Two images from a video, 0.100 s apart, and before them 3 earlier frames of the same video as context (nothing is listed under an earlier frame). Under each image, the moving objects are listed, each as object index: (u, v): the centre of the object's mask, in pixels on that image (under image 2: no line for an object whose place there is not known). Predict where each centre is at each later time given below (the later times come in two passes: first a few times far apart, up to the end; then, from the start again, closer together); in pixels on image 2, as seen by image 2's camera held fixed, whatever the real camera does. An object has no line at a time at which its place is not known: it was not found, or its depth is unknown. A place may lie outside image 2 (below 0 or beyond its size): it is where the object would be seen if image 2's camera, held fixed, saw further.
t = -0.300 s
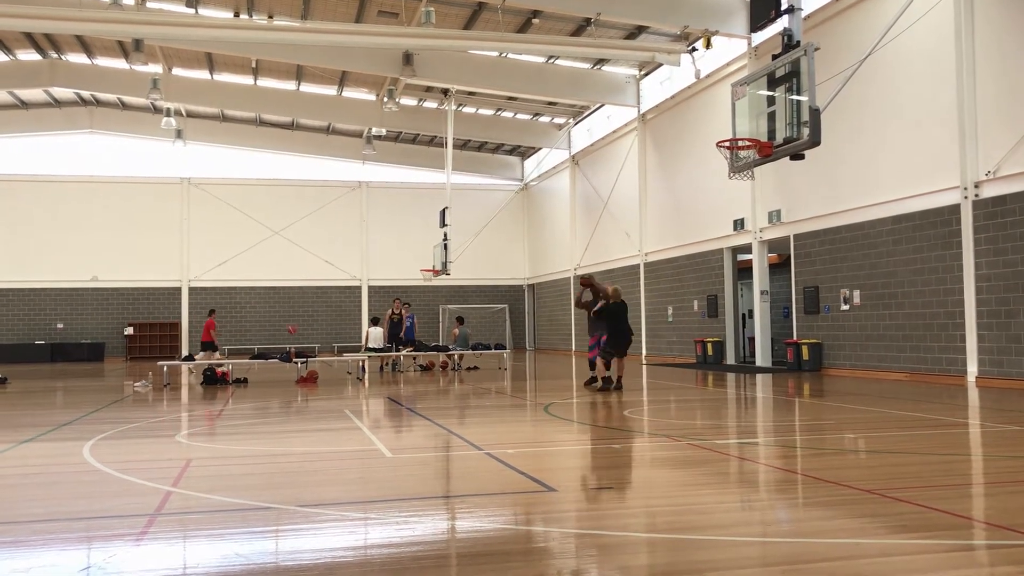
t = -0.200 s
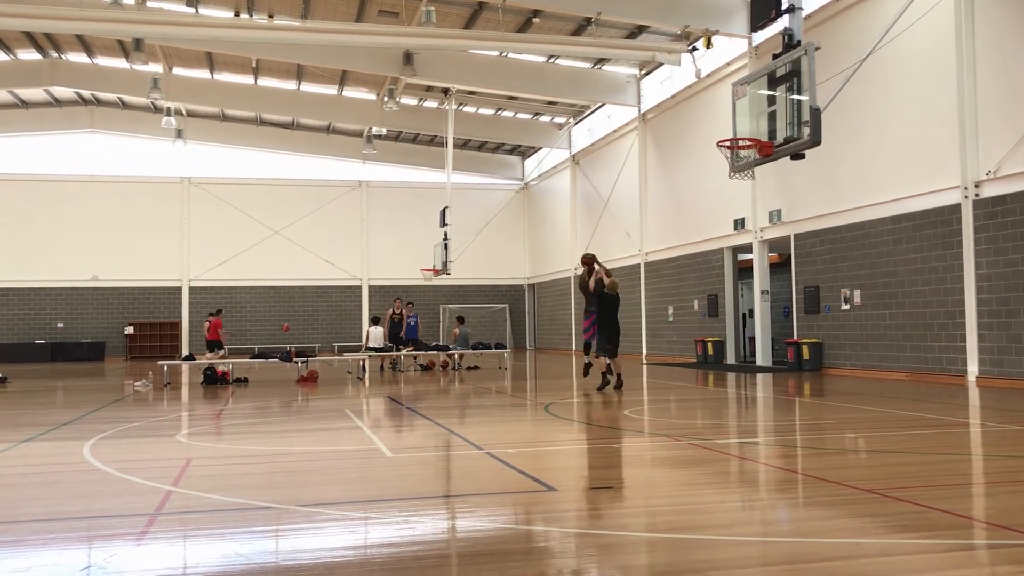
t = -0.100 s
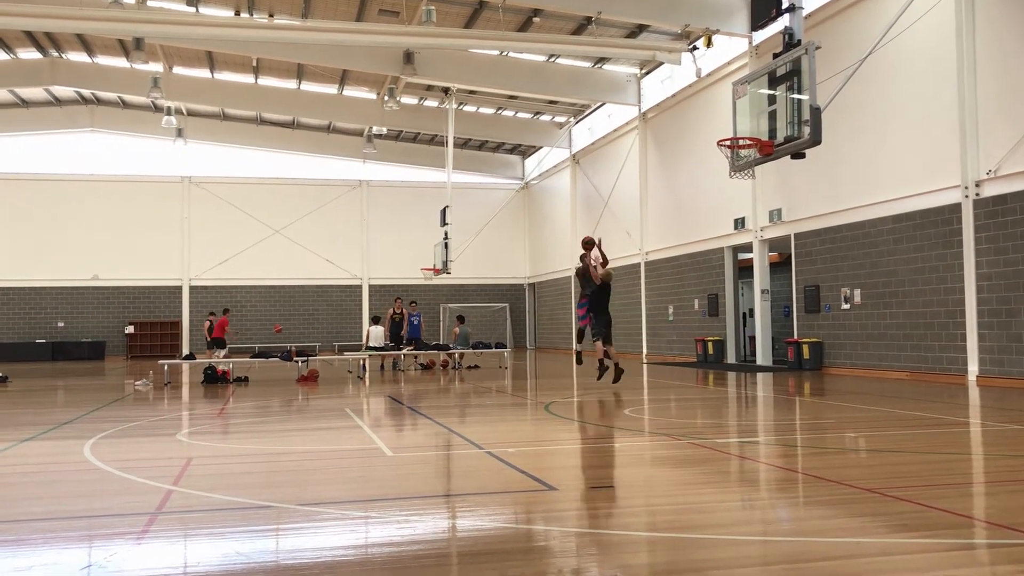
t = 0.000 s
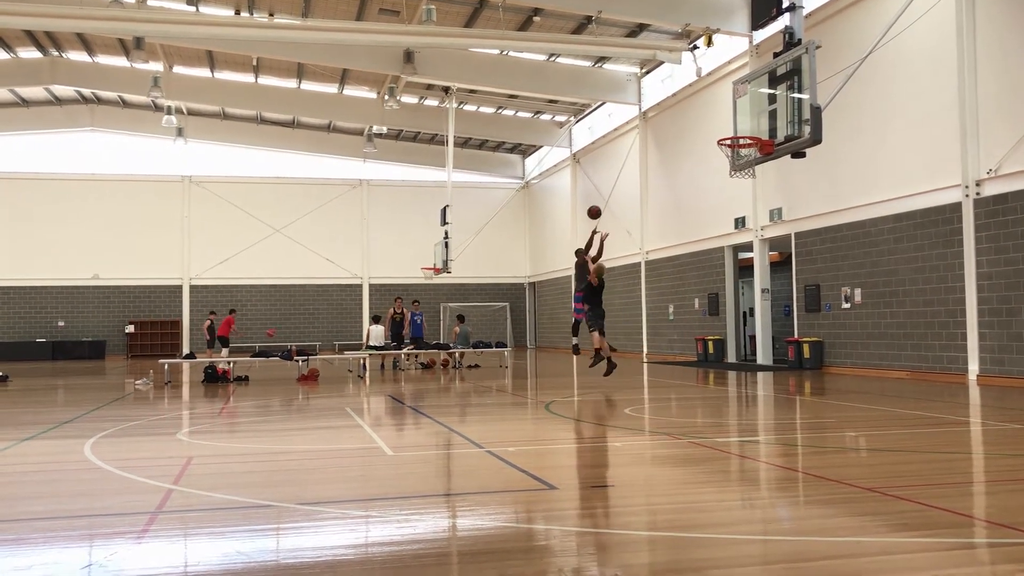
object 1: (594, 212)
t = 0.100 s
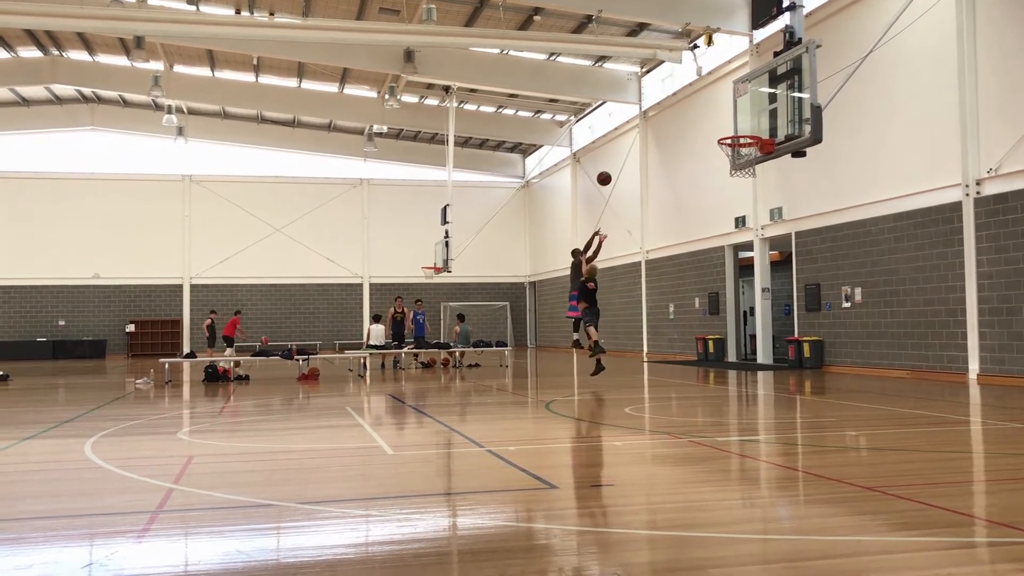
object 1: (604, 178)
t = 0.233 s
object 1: (618, 140)
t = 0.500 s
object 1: (649, 90)
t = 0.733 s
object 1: (681, 79)
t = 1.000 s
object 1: (725, 117)
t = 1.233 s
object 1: (750, 155)
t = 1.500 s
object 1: (756, 193)
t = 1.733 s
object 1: (762, 279)
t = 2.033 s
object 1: (766, 366)
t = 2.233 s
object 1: (758, 298)
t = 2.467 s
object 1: (750, 265)
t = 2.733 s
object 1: (744, 283)
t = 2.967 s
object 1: (740, 347)
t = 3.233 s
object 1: (735, 353)
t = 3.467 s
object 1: (729, 319)
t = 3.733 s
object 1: (725, 333)
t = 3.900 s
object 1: (723, 369)
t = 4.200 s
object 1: (717, 350)
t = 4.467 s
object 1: (714, 348)
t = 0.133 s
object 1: (607, 168)
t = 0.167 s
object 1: (611, 158)
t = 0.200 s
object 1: (614, 149)
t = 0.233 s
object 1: (618, 140)
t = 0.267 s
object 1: (621, 132)
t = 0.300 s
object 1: (625, 124)
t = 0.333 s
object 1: (629, 117)
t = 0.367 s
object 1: (633, 110)
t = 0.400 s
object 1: (637, 104)
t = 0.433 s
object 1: (640, 99)
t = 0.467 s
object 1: (644, 94)
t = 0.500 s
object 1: (649, 90)
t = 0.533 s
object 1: (653, 86)
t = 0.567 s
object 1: (657, 83)
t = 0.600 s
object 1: (662, 81)
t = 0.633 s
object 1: (667, 79)
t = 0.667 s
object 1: (671, 78)
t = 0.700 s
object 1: (676, 78)
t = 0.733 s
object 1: (681, 79)
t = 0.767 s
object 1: (686, 80)
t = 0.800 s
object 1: (691, 83)
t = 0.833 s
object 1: (697, 86)
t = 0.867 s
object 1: (702, 90)
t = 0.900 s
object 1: (708, 96)
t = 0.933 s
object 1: (713, 102)
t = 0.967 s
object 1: (719, 109)
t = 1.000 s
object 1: (725, 117)
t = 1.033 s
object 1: (732, 127)
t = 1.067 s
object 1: (739, 135)
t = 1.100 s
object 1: (744, 149)
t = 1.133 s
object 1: (748, 153)
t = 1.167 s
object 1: (749, 153)
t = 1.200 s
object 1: (750, 155)
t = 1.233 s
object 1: (750, 155)
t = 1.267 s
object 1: (751, 156)
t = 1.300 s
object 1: (751, 158)
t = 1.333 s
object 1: (752, 161)
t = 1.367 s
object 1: (753, 165)
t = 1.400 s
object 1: (753, 171)
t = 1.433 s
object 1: (754, 177)
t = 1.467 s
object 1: (755, 185)
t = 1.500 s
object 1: (756, 193)
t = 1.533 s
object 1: (756, 202)
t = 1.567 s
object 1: (757, 212)
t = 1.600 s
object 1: (758, 224)
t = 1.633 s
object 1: (759, 236)
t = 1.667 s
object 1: (760, 249)
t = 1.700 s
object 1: (760, 264)
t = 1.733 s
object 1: (762, 279)
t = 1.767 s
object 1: (763, 295)
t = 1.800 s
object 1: (764, 312)
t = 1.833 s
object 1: (765, 331)
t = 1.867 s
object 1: (766, 351)
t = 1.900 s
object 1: (767, 371)
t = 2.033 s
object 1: (766, 366)
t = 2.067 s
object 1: (764, 352)
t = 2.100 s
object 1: (764, 339)
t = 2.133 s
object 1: (762, 327)
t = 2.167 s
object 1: (760, 317)
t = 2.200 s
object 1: (759, 307)
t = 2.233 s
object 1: (758, 298)
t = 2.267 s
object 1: (757, 290)
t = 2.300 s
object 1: (755, 283)
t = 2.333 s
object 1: (754, 278)
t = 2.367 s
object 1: (753, 273)
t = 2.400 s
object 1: (752, 269)
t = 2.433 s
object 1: (750, 267)
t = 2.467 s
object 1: (750, 265)
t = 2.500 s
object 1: (749, 265)
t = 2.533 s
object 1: (748, 265)
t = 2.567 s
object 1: (747, 266)
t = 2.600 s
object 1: (747, 267)
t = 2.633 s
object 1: (746, 269)
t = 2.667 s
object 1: (746, 274)
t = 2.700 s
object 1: (745, 278)
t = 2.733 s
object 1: (744, 283)
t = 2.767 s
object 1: (743, 290)
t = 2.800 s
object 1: (743, 297)
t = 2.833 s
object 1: (743, 306)
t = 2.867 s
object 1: (742, 315)
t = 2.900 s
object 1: (741, 325)
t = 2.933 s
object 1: (741, 335)
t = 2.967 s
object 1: (740, 347)
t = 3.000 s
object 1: (740, 359)
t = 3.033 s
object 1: (740, 372)
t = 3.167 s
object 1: (737, 371)
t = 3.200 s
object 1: (735, 361)
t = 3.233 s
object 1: (735, 353)
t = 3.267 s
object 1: (734, 345)
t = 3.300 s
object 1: (733, 339)
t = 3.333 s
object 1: (733, 333)
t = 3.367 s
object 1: (732, 328)
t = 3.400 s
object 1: (731, 324)
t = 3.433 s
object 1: (730, 321)
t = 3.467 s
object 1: (729, 319)
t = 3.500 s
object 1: (729, 318)
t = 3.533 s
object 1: (729, 318)
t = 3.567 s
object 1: (728, 318)
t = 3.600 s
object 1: (727, 320)
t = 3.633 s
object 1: (727, 322)
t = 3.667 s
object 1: (726, 324)
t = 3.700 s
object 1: (726, 328)
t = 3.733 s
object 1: (725, 333)
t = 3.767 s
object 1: (726, 338)
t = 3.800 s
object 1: (725, 344)
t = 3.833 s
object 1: (725, 352)
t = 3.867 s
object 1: (724, 360)
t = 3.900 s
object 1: (723, 369)
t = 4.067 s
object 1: (720, 370)
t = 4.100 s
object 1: (719, 364)
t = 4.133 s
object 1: (719, 359)
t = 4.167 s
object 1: (718, 354)
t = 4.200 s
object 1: (717, 350)
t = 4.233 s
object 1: (716, 349)
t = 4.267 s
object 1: (716, 345)
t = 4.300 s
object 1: (716, 344)
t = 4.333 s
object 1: (716, 344)
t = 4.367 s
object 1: (716, 344)
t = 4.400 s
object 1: (715, 345)
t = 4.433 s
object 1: (715, 346)
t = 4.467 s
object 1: (714, 348)
